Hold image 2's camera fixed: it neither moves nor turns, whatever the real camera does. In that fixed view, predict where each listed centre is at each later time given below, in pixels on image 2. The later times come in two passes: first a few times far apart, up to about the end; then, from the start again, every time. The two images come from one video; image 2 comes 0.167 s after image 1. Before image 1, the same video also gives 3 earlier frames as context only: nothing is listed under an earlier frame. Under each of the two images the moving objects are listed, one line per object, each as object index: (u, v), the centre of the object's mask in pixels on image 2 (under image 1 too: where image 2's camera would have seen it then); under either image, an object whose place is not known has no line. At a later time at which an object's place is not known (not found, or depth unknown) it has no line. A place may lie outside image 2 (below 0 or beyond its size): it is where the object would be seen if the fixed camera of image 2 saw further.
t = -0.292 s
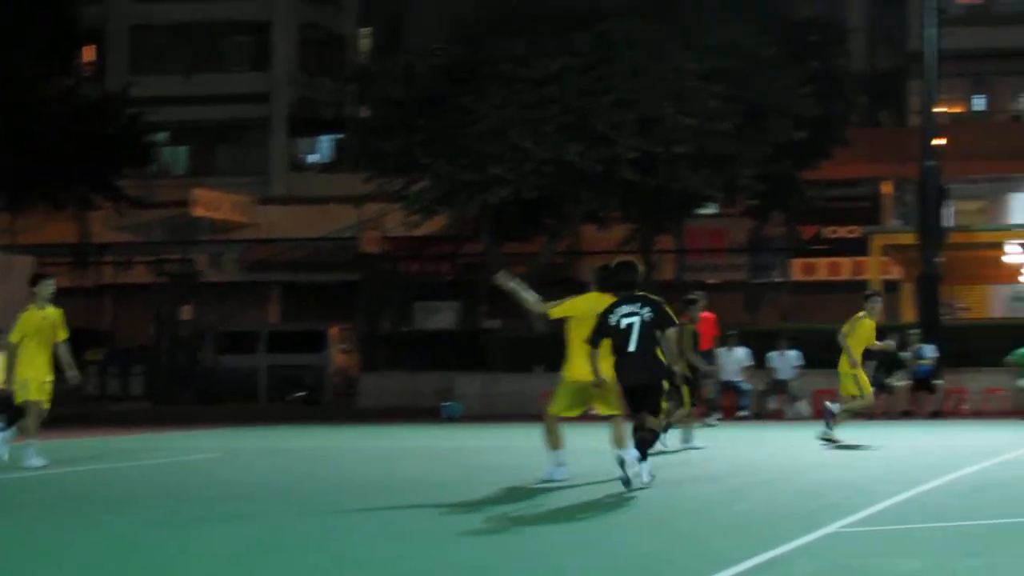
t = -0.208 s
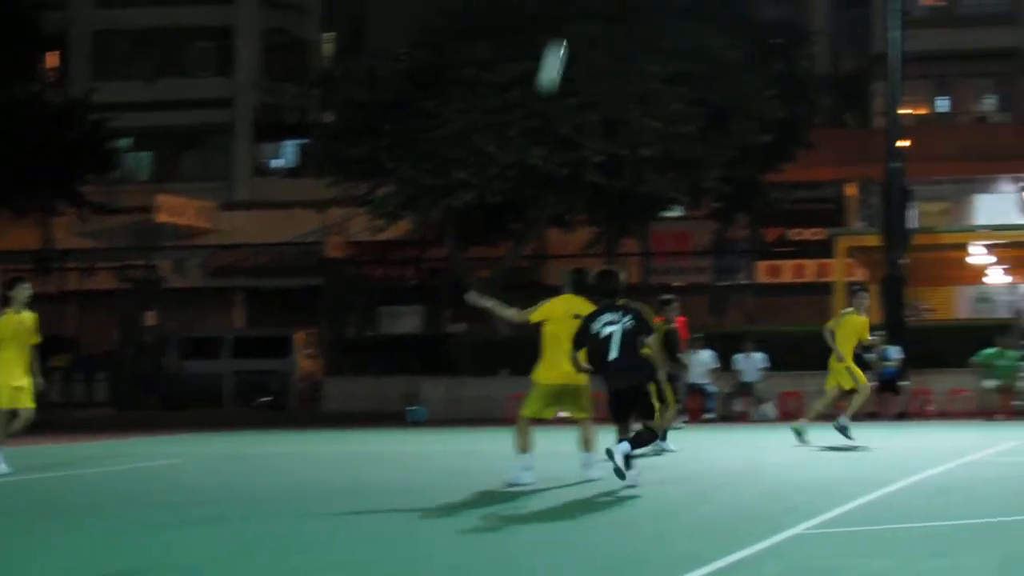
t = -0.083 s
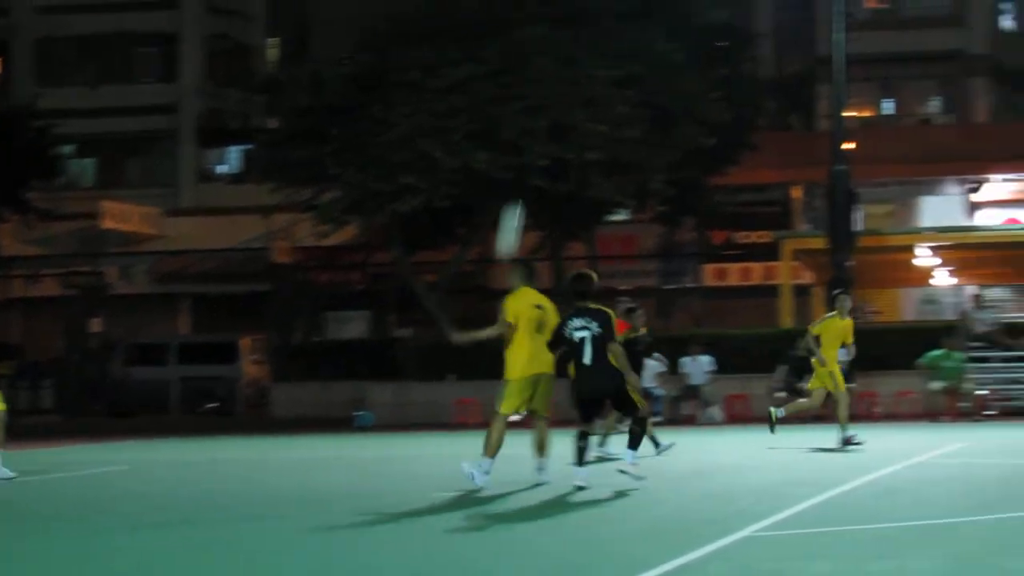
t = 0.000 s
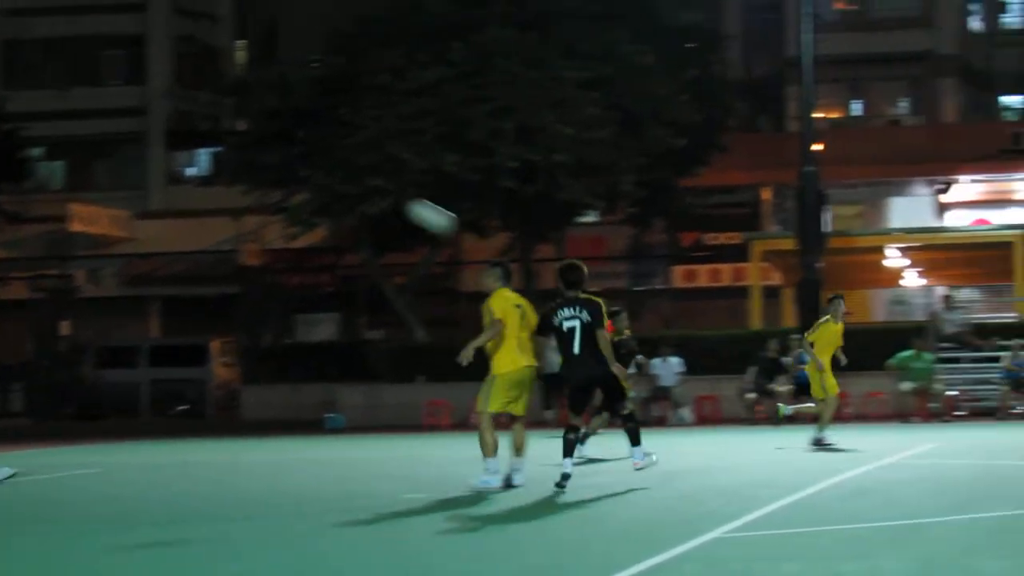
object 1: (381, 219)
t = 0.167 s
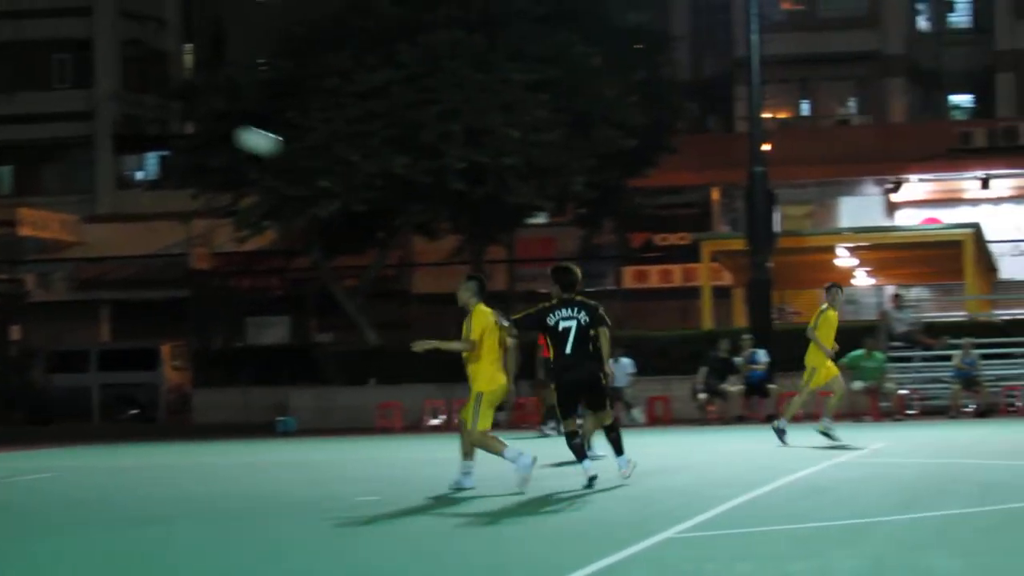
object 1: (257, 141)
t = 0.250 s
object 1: (198, 116)
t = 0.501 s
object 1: (14, 87)
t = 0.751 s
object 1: (-179, 130)
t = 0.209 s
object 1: (228, 128)
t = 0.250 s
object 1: (198, 116)
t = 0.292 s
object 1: (169, 106)
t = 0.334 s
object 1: (141, 100)
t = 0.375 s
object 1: (111, 93)
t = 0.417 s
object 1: (82, 90)
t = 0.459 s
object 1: (44, 88)
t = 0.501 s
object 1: (14, 87)
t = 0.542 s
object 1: (-17, 92)
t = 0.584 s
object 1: (-54, 94)
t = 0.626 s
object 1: (-84, 99)
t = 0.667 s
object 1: (-116, 108)
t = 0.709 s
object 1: (-147, 117)
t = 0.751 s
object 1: (-179, 130)
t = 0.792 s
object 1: (-206, 146)
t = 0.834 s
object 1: (-237, 163)
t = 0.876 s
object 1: (-267, 184)
